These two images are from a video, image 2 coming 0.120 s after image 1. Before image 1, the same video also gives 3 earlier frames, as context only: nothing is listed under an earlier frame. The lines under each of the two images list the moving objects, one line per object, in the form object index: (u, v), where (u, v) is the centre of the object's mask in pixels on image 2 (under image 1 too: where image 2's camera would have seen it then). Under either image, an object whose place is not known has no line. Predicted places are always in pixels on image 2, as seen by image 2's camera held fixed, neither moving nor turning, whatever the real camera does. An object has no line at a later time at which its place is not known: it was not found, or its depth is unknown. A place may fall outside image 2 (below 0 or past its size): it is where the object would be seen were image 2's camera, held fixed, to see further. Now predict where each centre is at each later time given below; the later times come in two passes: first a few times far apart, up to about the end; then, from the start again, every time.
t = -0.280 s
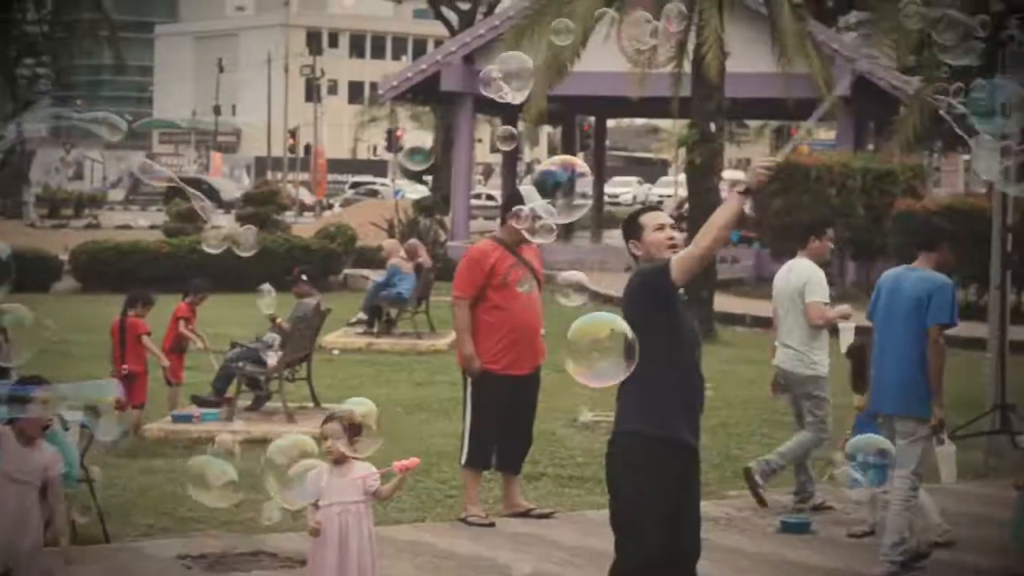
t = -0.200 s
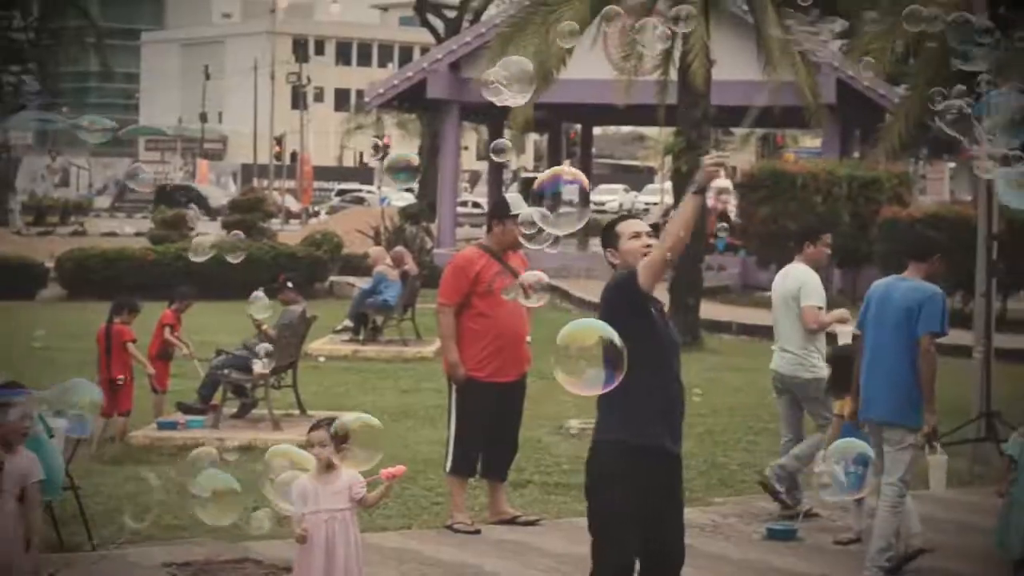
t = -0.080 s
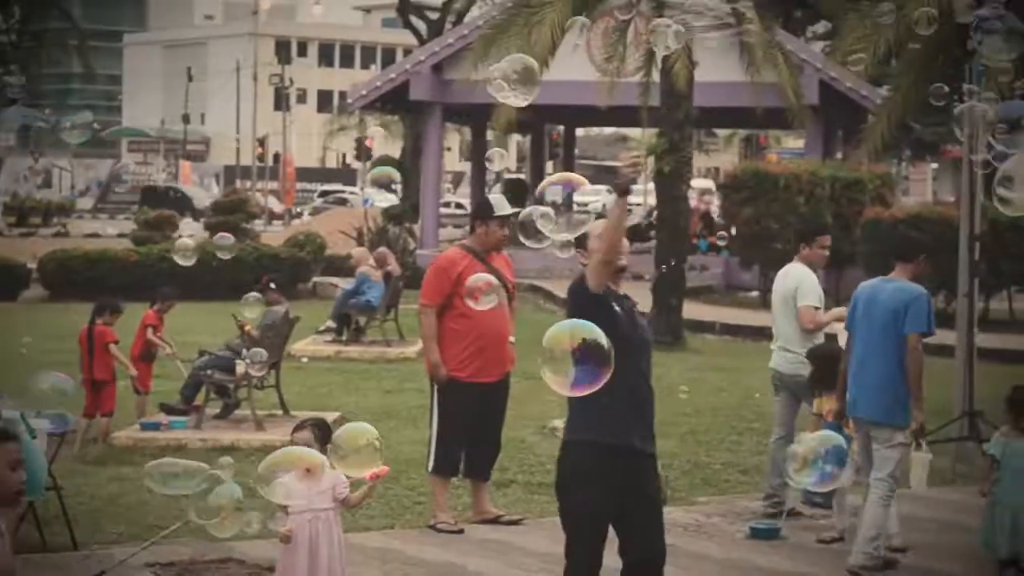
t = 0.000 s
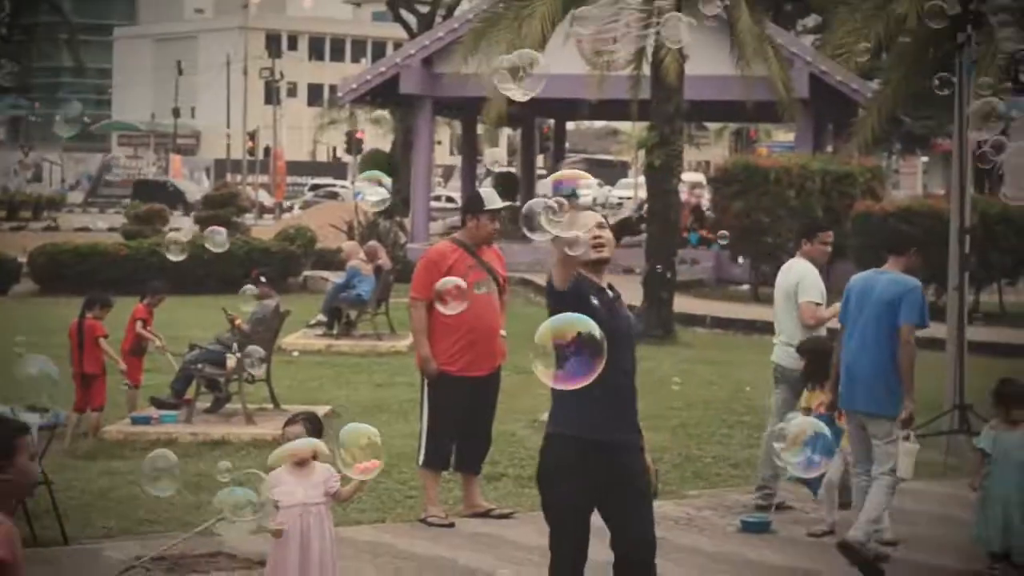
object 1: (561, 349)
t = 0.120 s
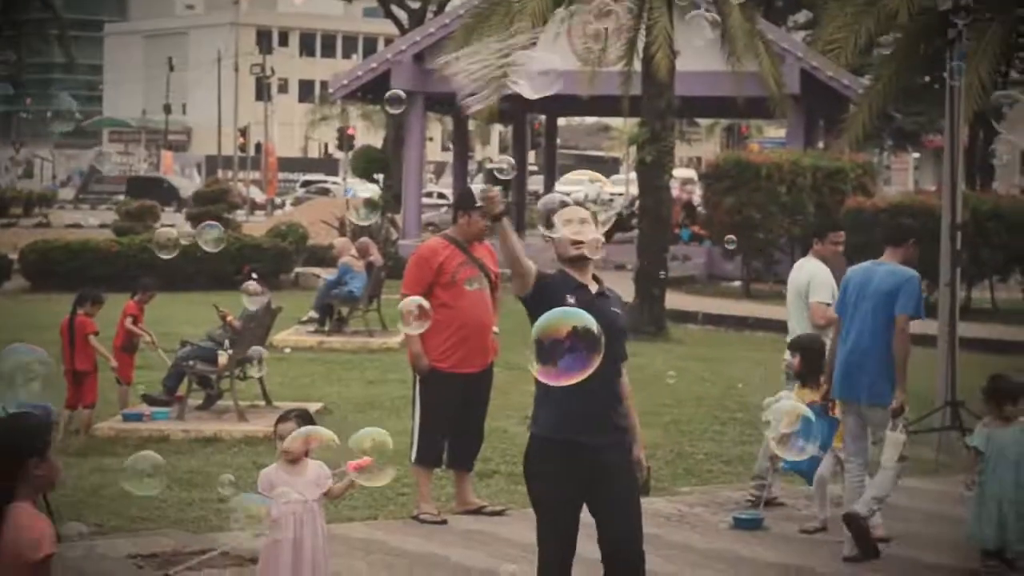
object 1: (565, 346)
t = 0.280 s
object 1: (569, 344)
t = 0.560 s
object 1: (581, 345)
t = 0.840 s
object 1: (599, 344)
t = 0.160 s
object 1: (566, 345)
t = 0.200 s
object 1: (566, 344)
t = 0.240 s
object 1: (568, 344)
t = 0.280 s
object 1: (569, 344)
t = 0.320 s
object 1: (570, 344)
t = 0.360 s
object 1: (572, 343)
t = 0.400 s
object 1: (574, 343)
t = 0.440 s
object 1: (576, 344)
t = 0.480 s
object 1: (577, 344)
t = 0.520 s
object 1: (579, 344)
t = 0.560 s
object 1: (581, 345)
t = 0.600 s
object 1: (583, 345)
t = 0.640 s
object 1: (585, 345)
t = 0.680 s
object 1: (587, 345)
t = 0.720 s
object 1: (590, 345)
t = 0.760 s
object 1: (592, 345)
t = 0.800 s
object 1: (595, 345)
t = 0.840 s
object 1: (599, 344)
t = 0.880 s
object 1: (602, 344)
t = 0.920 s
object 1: (606, 343)
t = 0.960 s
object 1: (610, 343)
